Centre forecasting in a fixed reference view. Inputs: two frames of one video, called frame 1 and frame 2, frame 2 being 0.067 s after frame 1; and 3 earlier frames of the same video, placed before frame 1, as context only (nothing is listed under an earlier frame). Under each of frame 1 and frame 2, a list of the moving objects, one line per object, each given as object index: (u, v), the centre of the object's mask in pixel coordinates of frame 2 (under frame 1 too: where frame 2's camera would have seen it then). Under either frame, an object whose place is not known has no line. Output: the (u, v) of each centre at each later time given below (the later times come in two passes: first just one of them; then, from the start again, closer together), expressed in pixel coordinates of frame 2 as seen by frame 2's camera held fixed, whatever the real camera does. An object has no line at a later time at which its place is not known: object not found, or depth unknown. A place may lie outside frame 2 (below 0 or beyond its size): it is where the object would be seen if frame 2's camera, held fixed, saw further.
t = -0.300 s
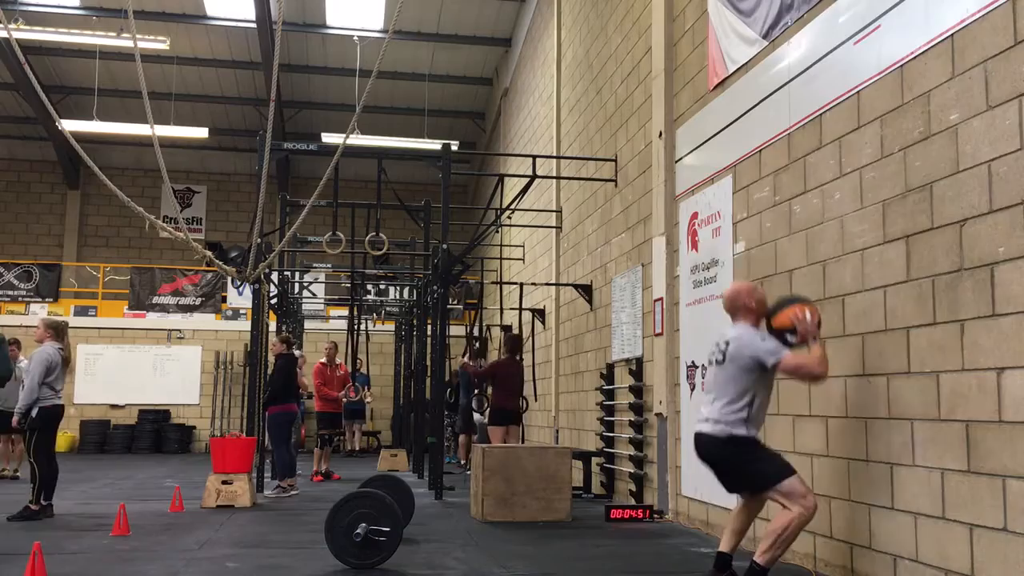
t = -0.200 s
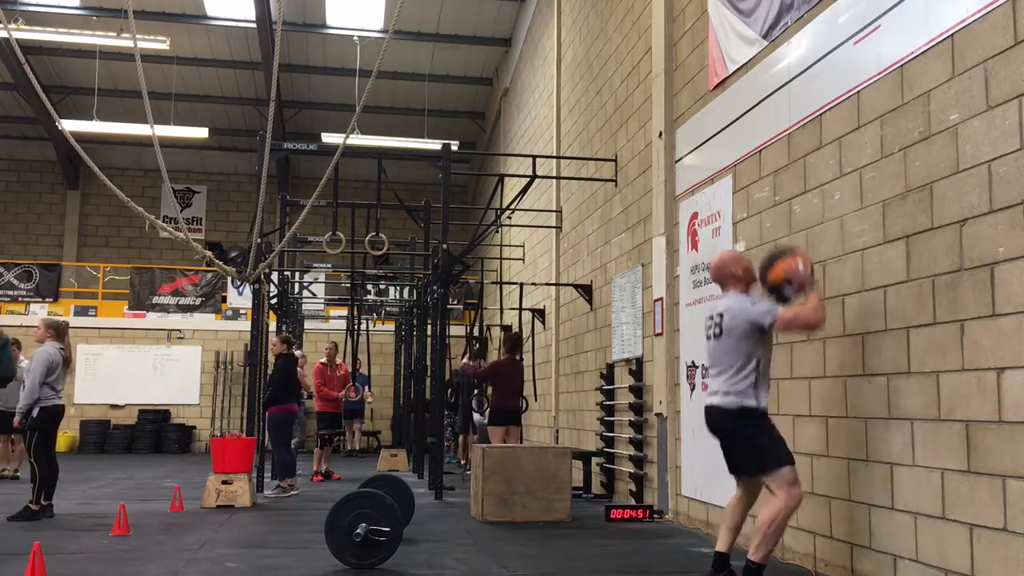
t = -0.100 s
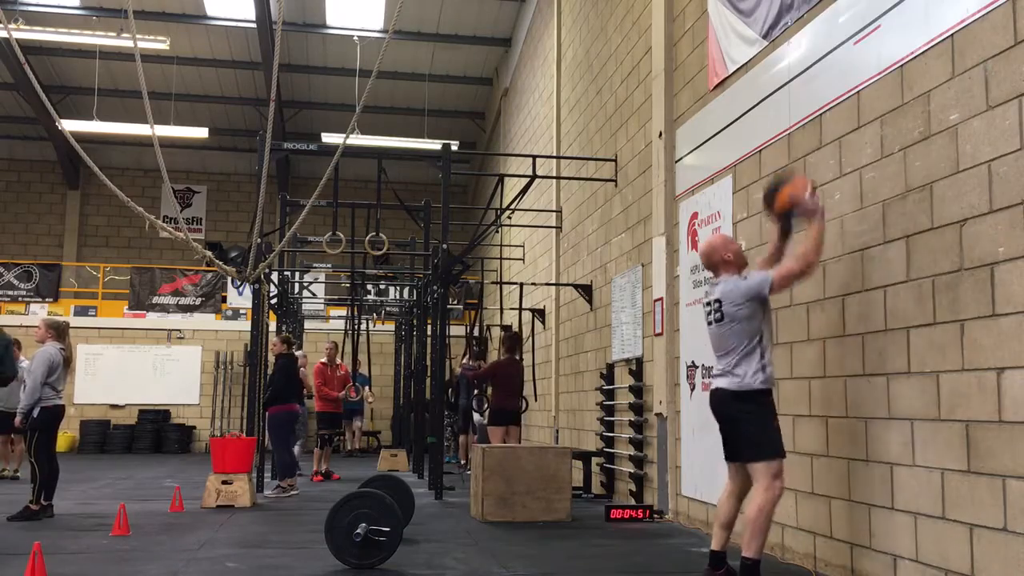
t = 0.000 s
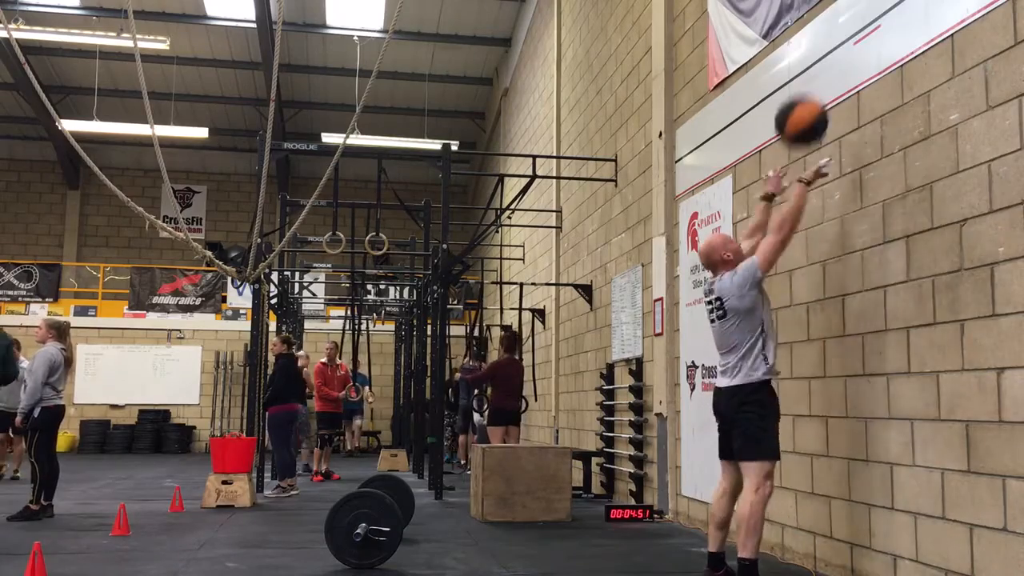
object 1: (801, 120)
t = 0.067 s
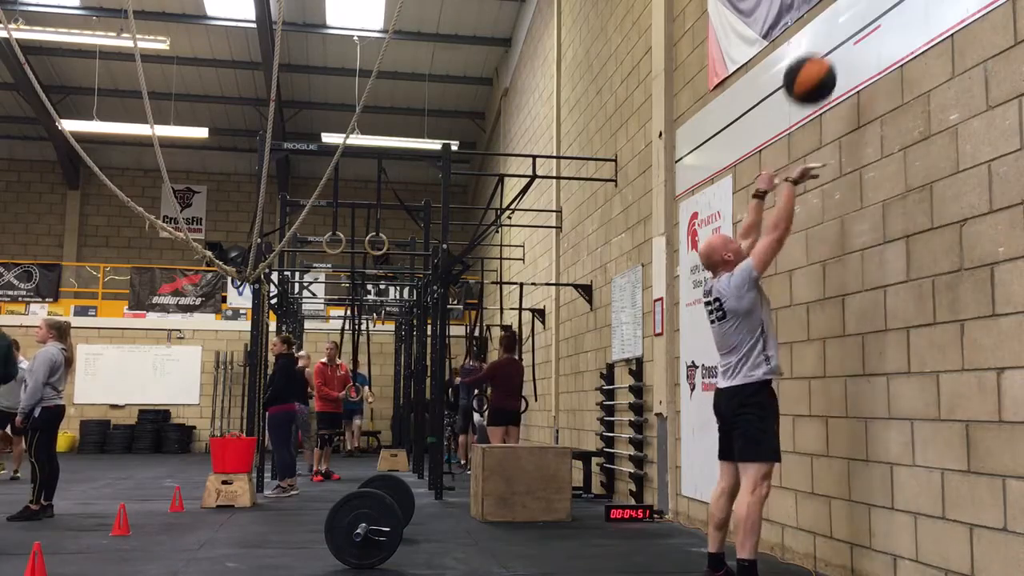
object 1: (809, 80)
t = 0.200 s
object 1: (826, 22)
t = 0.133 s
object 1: (818, 47)
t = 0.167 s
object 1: (822, 32)
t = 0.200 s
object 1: (826, 22)
